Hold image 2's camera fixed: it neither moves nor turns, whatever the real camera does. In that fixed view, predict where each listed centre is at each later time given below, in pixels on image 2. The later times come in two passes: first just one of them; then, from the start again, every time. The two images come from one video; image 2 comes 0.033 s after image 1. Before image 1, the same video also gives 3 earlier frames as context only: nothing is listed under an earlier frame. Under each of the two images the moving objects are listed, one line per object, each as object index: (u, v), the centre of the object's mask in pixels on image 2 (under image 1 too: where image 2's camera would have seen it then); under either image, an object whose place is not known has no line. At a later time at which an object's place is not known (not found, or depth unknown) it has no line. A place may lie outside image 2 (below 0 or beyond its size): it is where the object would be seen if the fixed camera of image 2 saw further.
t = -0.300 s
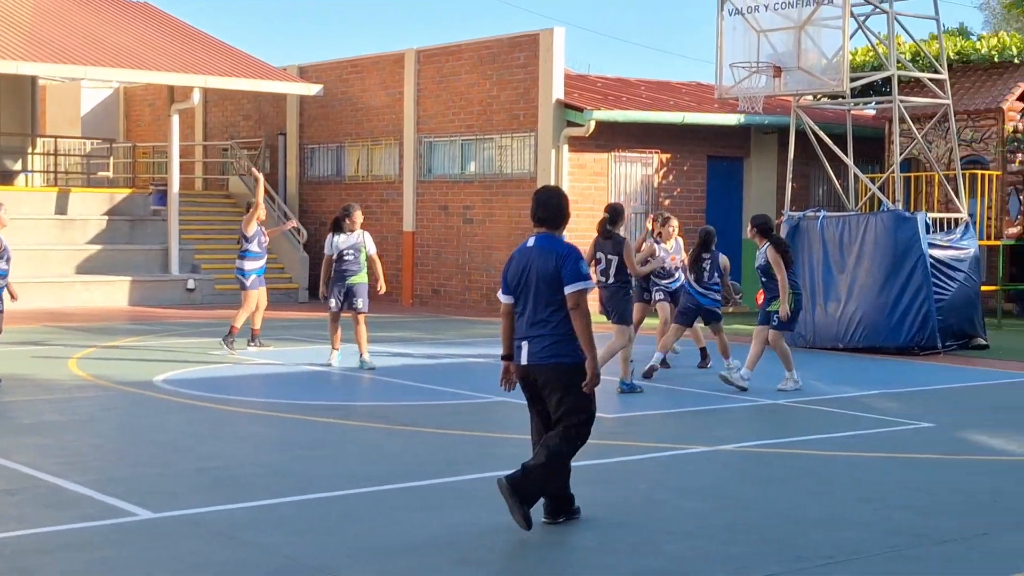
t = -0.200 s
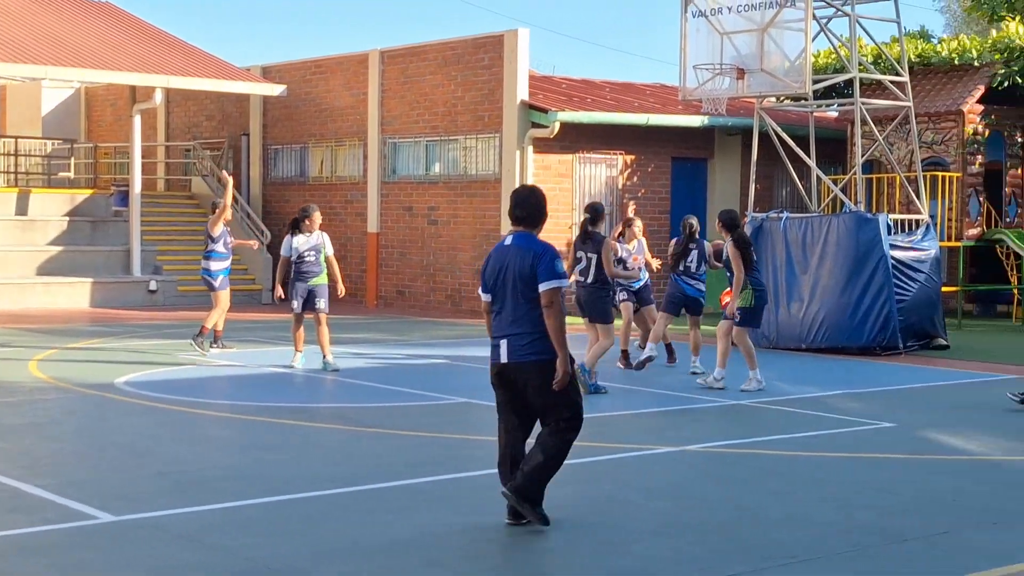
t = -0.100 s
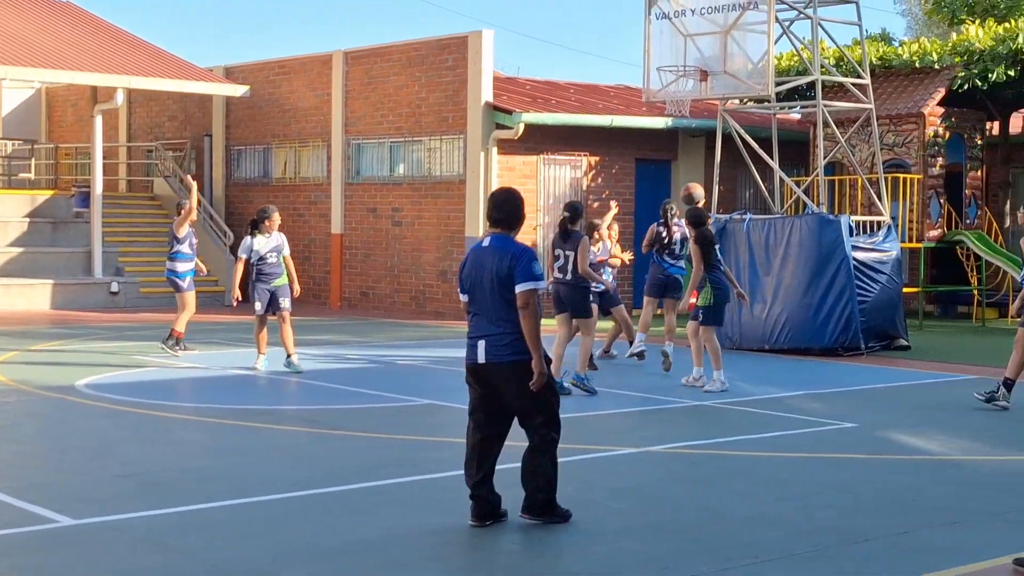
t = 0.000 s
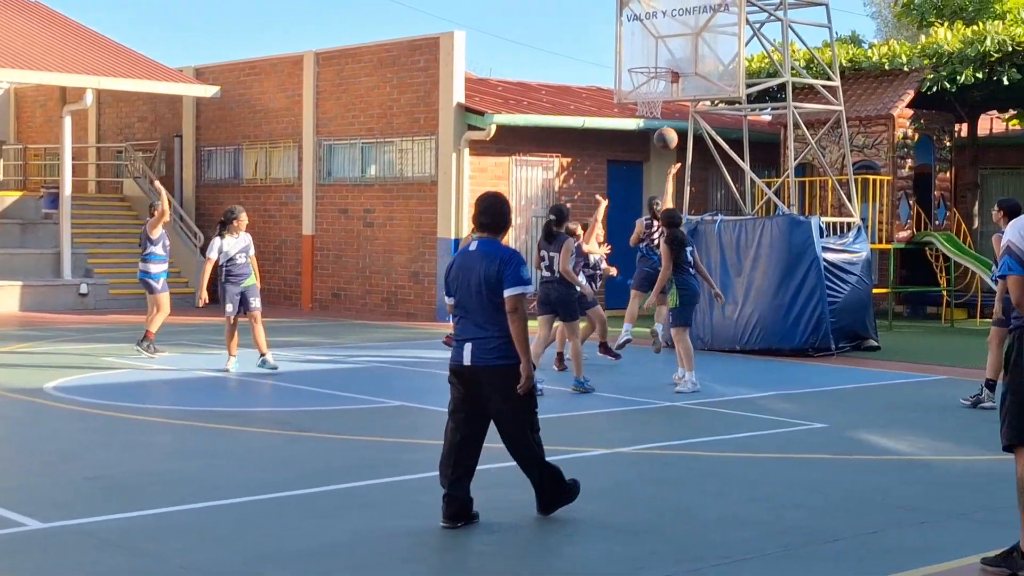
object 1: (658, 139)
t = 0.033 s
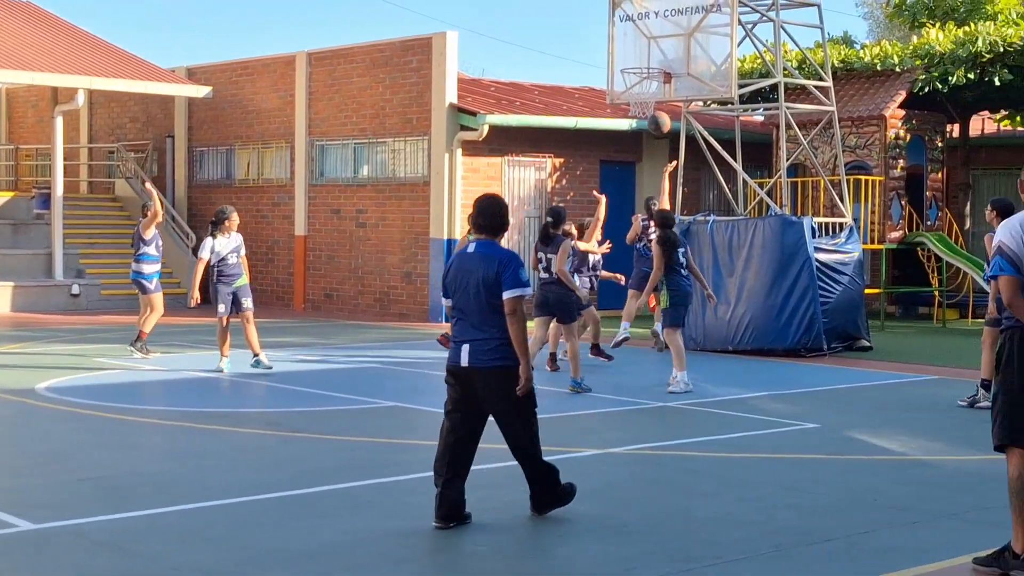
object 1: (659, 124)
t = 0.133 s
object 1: (661, 81)
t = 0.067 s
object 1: (659, 108)
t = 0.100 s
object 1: (659, 95)
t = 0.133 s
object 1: (661, 81)
